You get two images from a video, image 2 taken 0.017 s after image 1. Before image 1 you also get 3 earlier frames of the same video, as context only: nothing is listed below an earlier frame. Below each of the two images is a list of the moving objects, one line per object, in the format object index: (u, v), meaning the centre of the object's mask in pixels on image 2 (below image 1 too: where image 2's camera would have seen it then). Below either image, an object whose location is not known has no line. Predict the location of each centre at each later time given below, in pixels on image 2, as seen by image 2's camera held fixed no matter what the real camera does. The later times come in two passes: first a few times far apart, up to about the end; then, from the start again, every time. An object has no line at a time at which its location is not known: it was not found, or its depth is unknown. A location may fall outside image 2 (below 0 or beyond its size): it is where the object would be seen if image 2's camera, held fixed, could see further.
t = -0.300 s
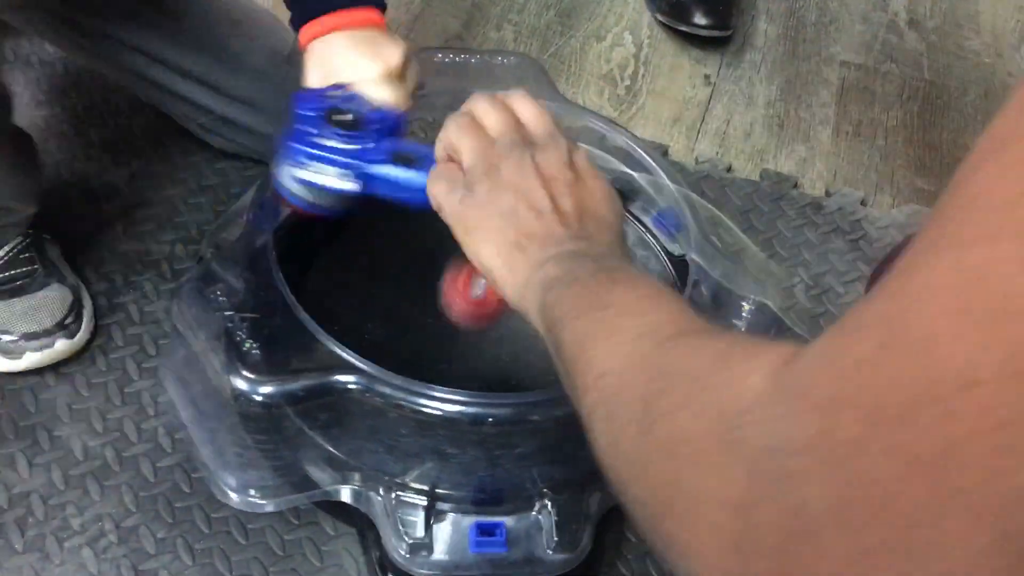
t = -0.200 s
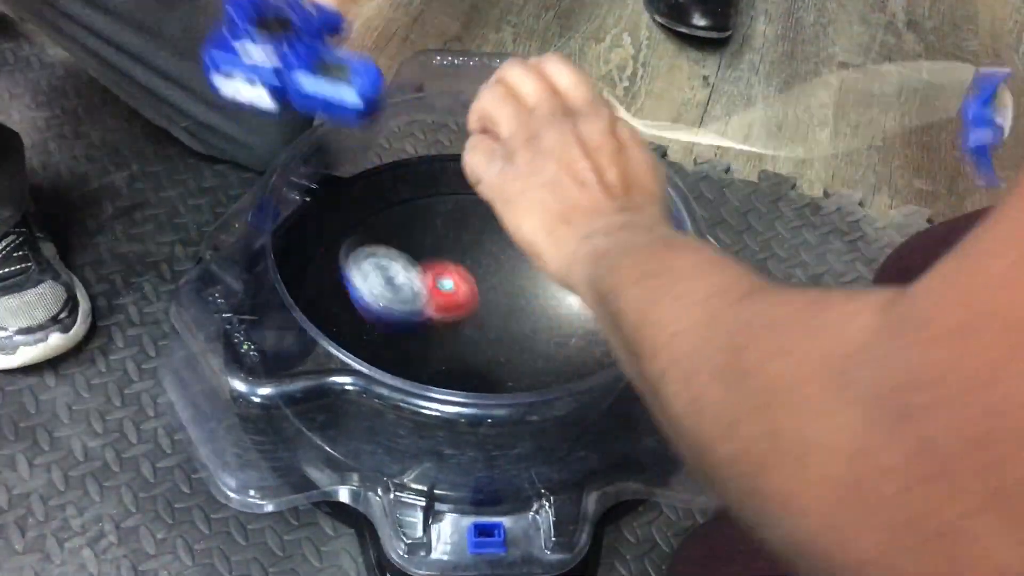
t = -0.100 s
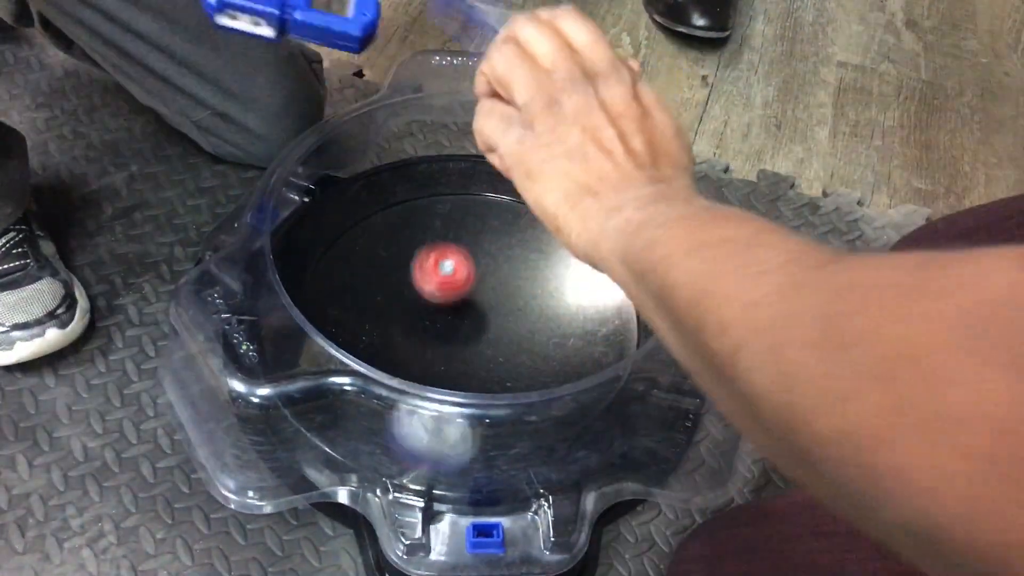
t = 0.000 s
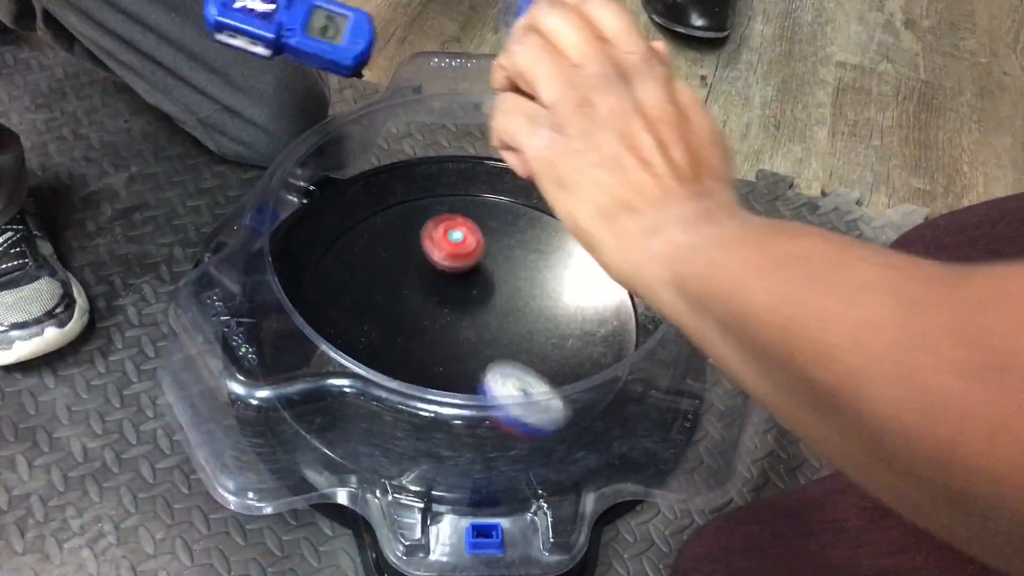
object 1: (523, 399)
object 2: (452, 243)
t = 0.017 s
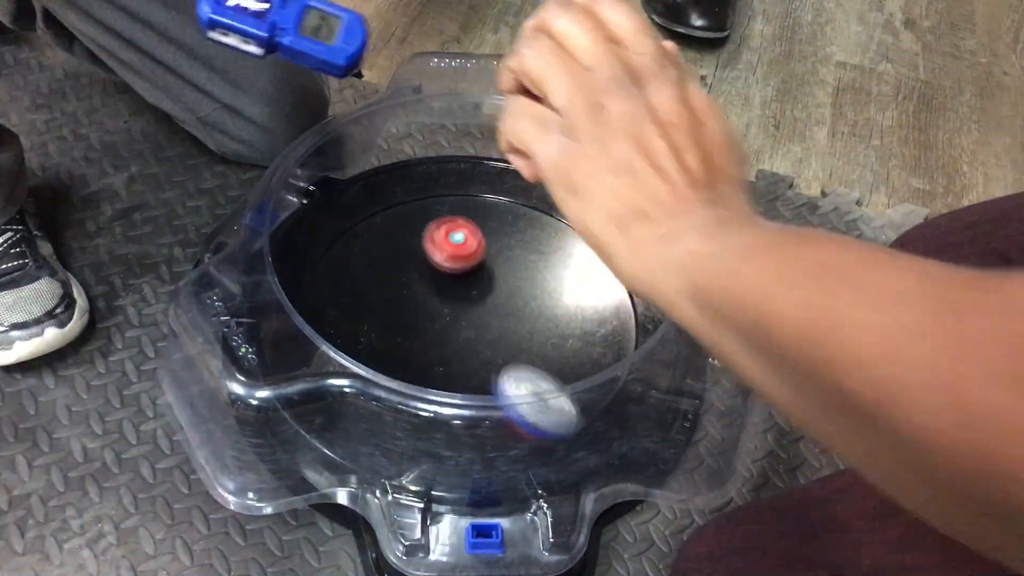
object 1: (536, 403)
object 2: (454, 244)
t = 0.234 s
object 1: (636, 337)
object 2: (510, 281)
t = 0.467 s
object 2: (493, 403)
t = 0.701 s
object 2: (374, 379)
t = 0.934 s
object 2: (276, 440)
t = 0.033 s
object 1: (549, 408)
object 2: (458, 240)
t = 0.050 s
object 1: (561, 417)
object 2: (462, 237)
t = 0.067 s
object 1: (573, 419)
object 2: (465, 236)
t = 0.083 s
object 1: (582, 406)
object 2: (469, 238)
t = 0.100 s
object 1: (592, 393)
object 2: (472, 242)
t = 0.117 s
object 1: (600, 383)
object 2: (477, 242)
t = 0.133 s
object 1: (608, 376)
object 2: (481, 245)
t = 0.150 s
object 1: (615, 370)
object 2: (486, 250)
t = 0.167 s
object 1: (622, 368)
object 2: (491, 254)
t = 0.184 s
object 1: (627, 367)
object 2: (495, 259)
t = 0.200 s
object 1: (630, 359)
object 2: (499, 265)
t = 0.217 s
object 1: (634, 346)
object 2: (505, 273)
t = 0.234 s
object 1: (636, 337)
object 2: (510, 281)
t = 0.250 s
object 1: (636, 331)
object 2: (514, 289)
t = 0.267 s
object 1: (636, 325)
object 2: (517, 298)
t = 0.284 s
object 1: (634, 323)
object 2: (519, 307)
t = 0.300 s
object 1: (632, 316)
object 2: (521, 317)
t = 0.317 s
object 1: (630, 306)
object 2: (522, 327)
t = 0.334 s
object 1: (628, 300)
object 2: (522, 337)
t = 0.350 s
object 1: (623, 296)
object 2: (521, 347)
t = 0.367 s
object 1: (618, 292)
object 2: (520, 357)
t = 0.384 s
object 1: (609, 287)
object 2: (517, 365)
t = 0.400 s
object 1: (597, 282)
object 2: (513, 371)
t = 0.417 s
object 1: (584, 279)
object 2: (509, 376)
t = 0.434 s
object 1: (573, 276)
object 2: (505, 390)
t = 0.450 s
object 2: (499, 396)
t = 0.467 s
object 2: (493, 403)
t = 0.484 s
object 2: (486, 410)
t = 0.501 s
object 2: (477, 412)
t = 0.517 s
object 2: (467, 417)
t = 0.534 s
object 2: (458, 421)
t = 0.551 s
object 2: (449, 422)
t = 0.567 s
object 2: (438, 423)
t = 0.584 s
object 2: (428, 423)
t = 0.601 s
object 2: (418, 421)
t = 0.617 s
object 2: (409, 419)
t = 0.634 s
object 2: (401, 413)
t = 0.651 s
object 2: (394, 406)
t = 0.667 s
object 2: (386, 399)
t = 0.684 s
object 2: (380, 390)
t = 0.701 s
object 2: (374, 379)
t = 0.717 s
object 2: (369, 368)
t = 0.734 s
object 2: (368, 351)
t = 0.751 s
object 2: (361, 343)
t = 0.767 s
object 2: (355, 341)
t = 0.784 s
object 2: (343, 344)
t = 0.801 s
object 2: (332, 362)
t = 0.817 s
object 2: (325, 367)
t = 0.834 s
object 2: (313, 384)
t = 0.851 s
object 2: (310, 390)
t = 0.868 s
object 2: (304, 398)
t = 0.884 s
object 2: (300, 405)
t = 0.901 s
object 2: (294, 417)
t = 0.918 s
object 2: (285, 428)
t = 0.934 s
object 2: (276, 440)
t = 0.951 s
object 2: (268, 448)
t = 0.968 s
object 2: (261, 457)
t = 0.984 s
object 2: (256, 466)
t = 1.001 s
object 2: (253, 468)
